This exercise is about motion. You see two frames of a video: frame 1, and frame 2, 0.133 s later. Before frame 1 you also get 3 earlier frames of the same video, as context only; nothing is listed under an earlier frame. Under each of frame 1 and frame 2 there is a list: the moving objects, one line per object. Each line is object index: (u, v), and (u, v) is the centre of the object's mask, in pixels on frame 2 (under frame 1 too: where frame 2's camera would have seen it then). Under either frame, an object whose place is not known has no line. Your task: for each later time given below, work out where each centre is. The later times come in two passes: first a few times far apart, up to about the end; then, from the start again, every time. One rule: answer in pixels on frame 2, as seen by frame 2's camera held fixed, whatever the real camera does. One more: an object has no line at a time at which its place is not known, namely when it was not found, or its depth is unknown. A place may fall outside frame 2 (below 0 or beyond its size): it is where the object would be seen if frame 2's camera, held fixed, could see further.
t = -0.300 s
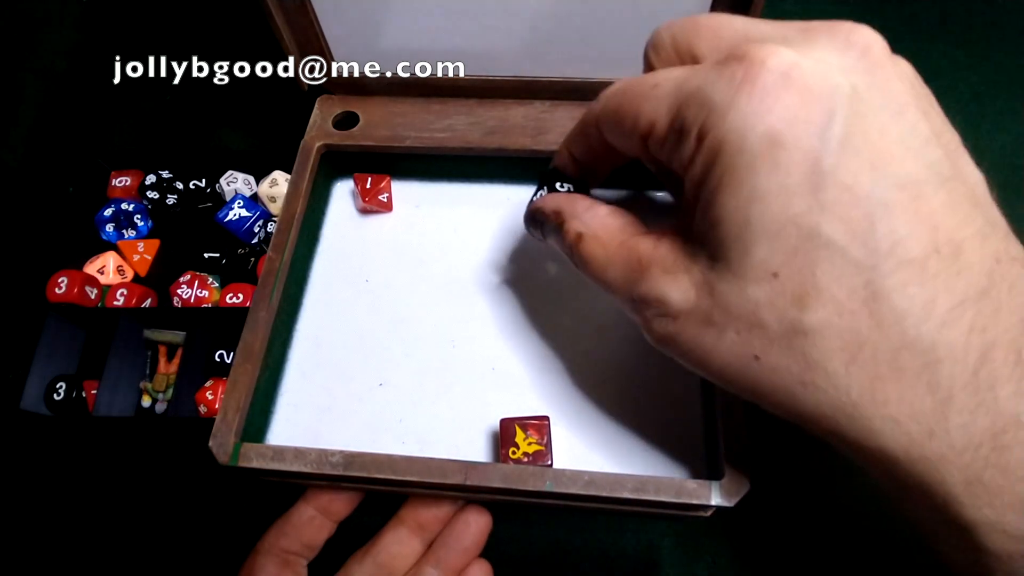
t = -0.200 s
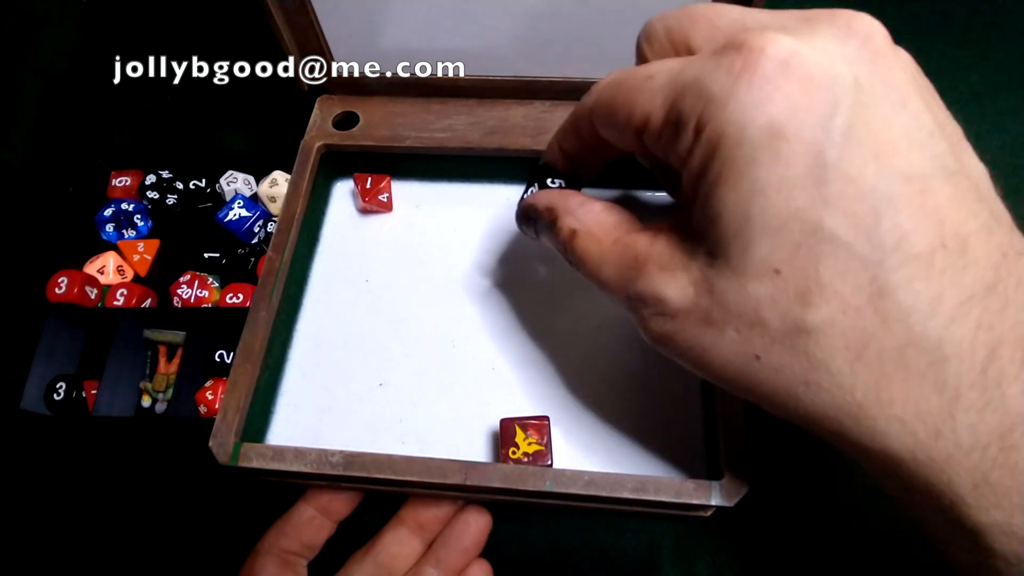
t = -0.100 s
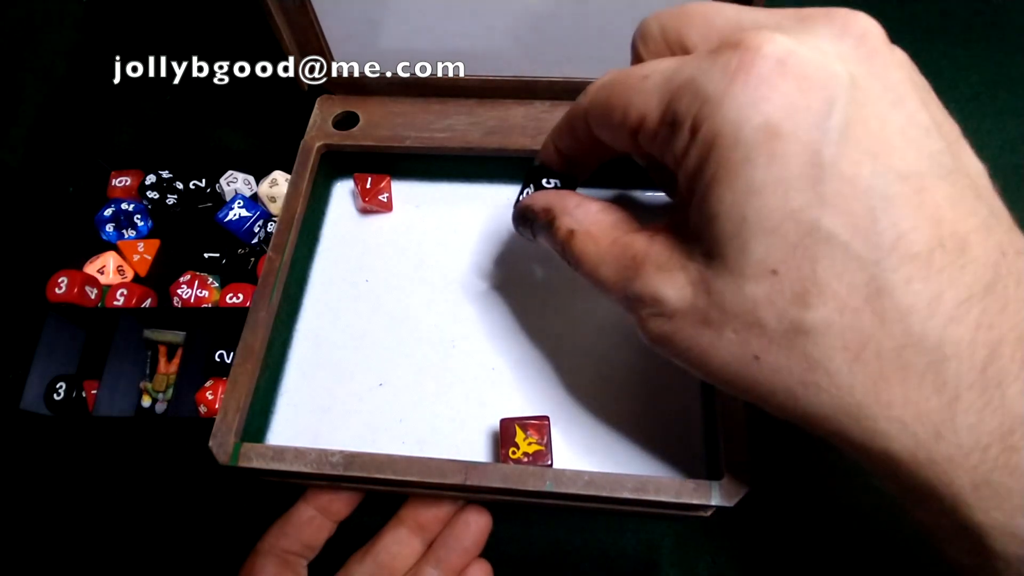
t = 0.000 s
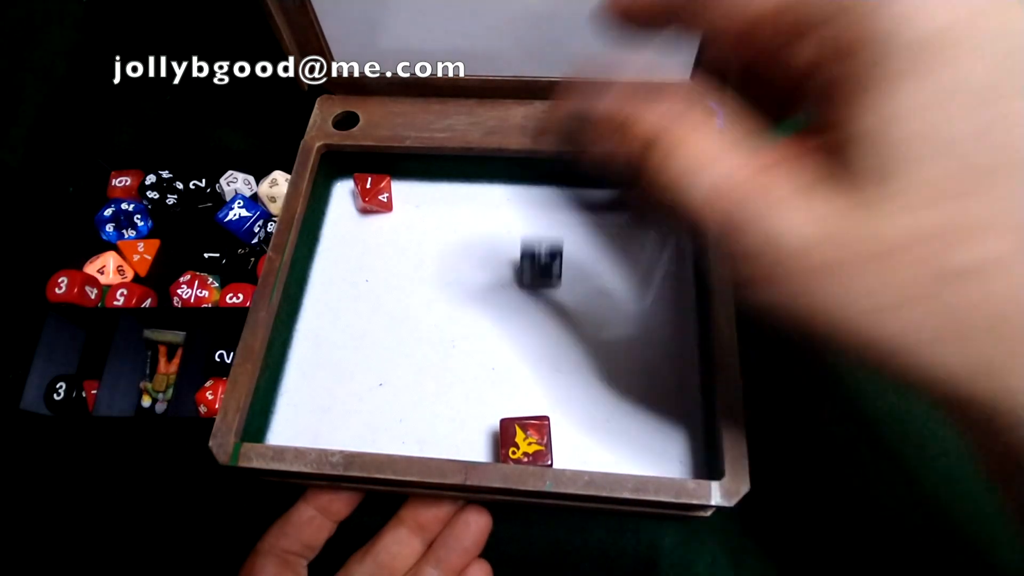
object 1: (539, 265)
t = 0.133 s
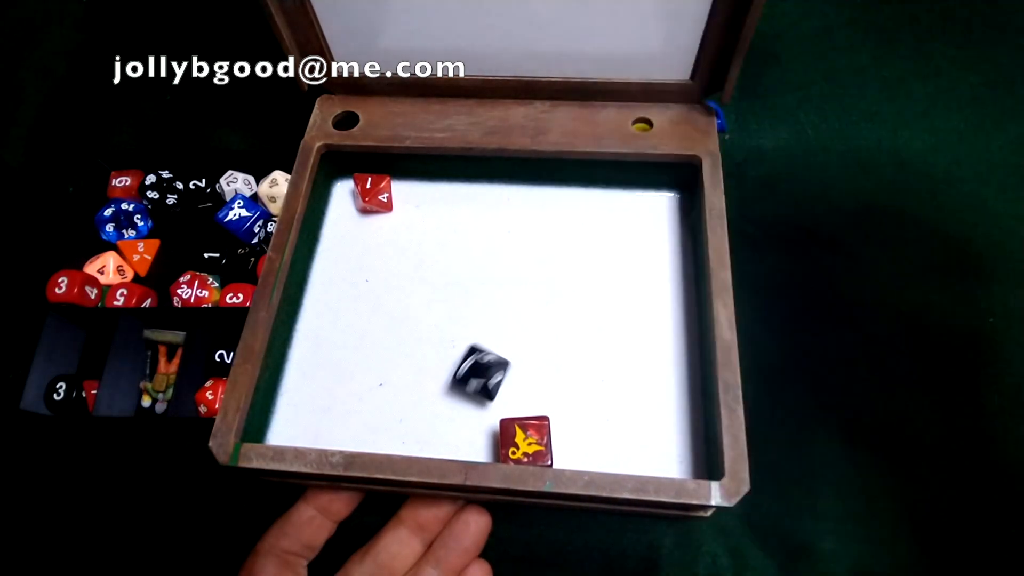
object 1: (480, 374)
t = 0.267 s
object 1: (449, 438)
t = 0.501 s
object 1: (426, 397)
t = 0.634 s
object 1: (427, 396)
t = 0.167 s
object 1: (469, 389)
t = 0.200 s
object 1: (464, 410)
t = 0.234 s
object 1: (464, 439)
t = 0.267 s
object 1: (449, 438)
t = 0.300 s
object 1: (436, 436)
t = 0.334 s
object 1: (435, 420)
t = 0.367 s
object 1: (427, 414)
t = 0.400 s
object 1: (430, 409)
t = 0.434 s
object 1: (429, 407)
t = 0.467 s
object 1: (428, 403)
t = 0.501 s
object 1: (426, 397)
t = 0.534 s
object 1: (427, 396)
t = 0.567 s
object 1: (427, 396)
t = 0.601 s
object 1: (427, 396)
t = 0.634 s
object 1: (427, 396)
